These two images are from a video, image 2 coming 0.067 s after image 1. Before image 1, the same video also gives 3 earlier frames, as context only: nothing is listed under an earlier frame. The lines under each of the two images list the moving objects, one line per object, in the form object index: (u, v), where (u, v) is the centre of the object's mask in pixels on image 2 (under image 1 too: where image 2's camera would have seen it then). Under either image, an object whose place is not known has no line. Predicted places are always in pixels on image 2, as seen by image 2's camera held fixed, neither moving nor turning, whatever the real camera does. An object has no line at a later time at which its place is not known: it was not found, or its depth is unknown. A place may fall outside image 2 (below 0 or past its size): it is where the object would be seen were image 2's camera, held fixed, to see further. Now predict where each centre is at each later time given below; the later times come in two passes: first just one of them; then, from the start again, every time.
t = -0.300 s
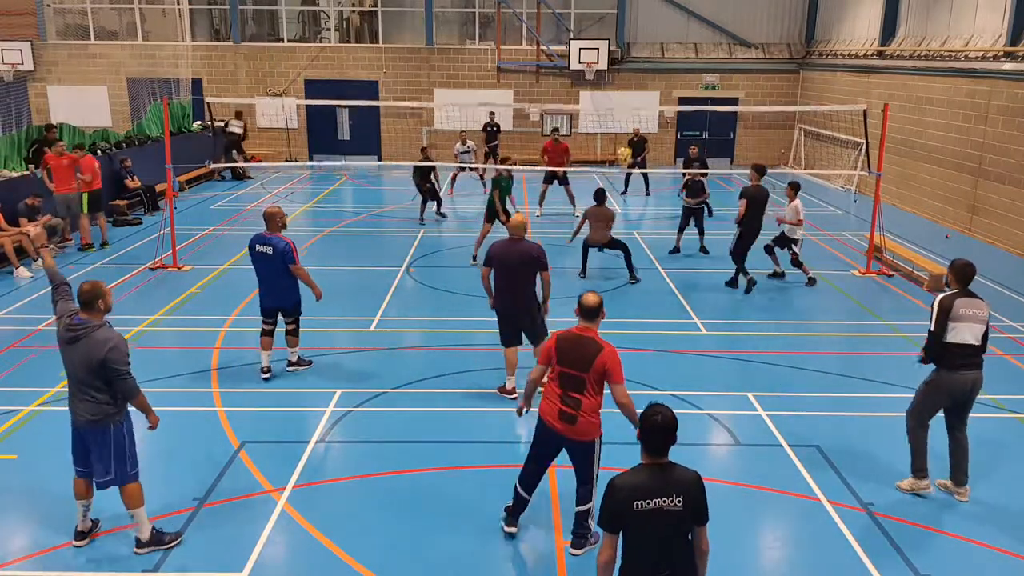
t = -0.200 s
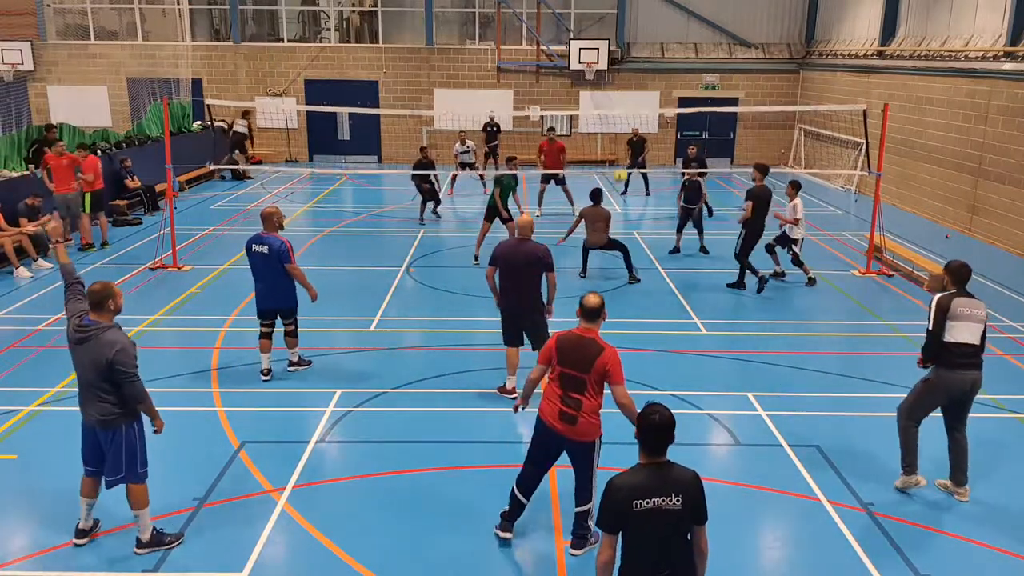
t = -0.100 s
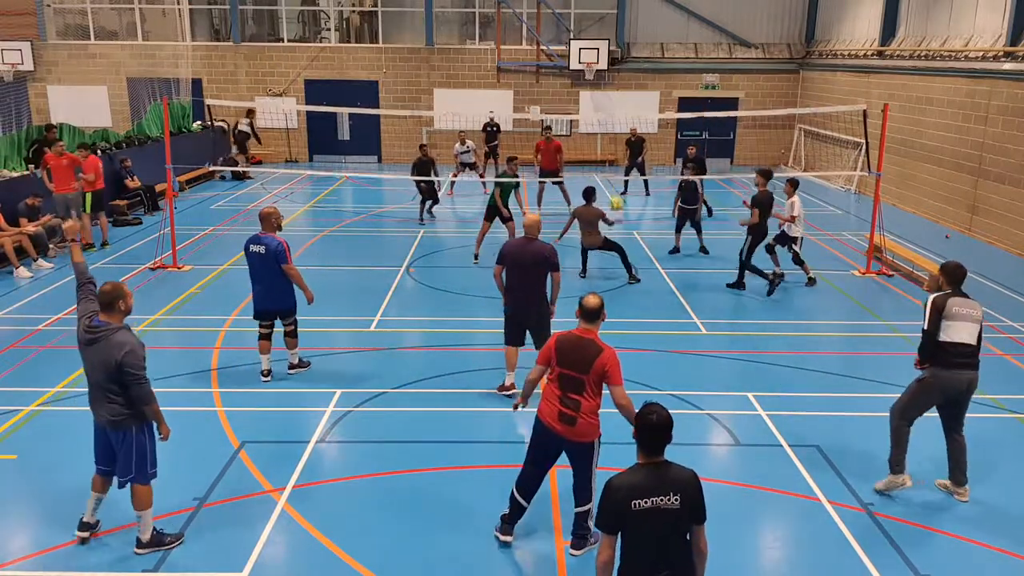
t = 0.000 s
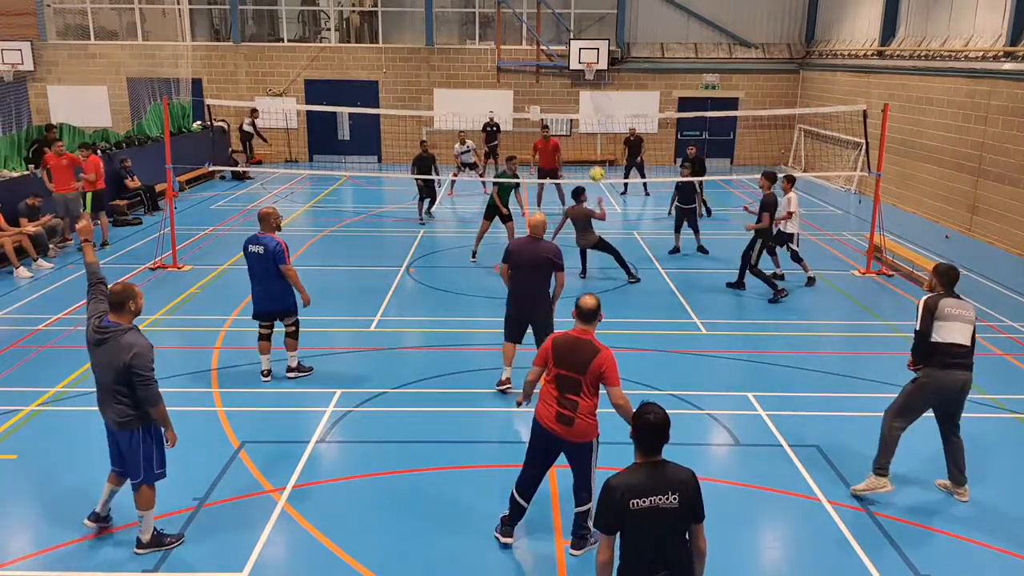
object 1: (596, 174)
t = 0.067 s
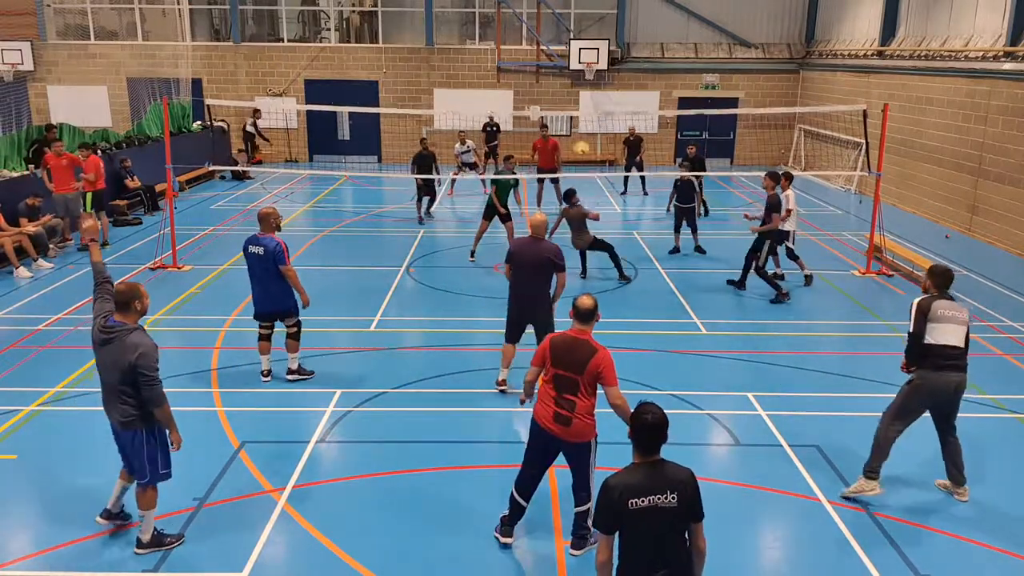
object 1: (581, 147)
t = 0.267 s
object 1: (531, 88)
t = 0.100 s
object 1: (573, 136)
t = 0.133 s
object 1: (566, 126)
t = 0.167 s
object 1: (557, 115)
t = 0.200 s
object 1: (549, 106)
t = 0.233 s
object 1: (539, 97)
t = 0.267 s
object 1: (531, 88)
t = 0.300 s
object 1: (522, 81)
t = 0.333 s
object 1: (513, 74)
